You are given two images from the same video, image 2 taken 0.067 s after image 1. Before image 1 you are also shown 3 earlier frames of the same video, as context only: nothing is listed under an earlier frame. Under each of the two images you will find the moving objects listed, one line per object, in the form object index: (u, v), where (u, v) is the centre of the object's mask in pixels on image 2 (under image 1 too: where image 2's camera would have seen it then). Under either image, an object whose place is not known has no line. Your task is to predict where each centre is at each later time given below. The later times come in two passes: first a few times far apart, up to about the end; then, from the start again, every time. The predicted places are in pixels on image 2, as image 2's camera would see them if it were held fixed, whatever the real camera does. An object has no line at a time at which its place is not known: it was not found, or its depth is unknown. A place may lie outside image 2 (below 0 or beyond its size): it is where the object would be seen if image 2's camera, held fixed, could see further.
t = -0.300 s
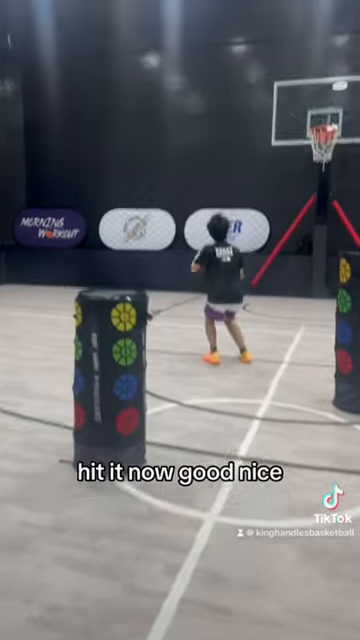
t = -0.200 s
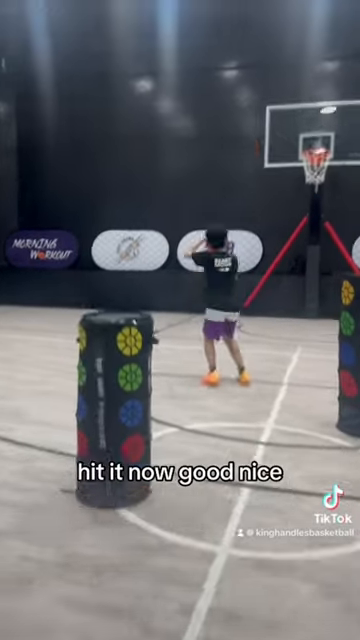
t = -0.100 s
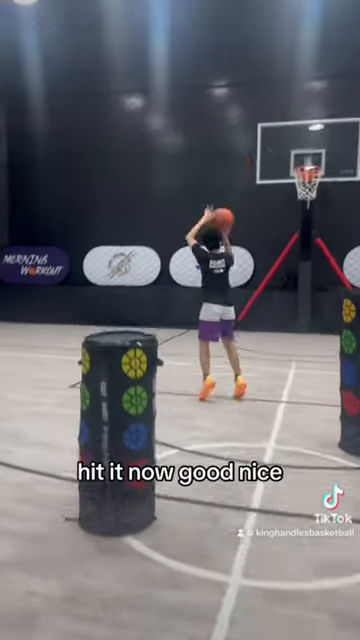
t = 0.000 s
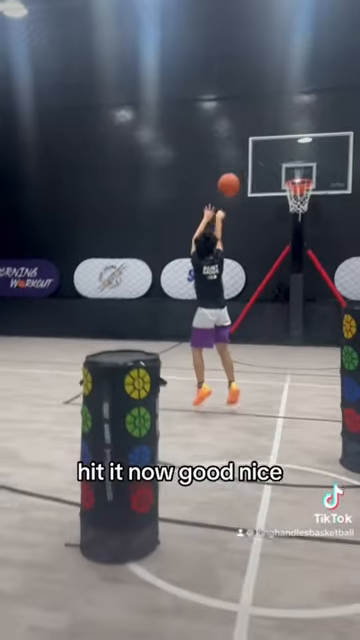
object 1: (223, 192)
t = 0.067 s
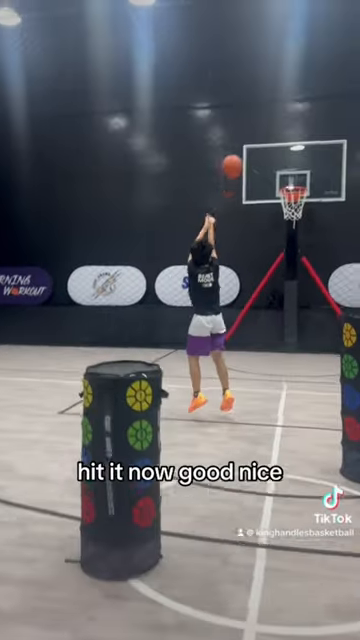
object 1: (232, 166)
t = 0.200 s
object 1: (247, 130)
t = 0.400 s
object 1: (265, 108)
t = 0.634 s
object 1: (279, 116)
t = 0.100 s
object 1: (236, 155)
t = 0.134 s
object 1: (237, 151)
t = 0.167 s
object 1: (244, 136)
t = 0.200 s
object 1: (247, 130)
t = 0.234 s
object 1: (248, 127)
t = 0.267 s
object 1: (255, 118)
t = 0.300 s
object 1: (258, 114)
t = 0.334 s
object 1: (259, 112)
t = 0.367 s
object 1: (263, 109)
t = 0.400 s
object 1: (265, 108)
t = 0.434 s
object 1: (266, 107)
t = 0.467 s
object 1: (270, 108)
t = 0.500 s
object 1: (272, 109)
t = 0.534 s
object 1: (273, 110)
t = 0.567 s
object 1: (276, 112)
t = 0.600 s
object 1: (278, 115)
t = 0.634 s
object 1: (279, 116)
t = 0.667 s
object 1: (281, 124)
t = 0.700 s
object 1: (283, 129)
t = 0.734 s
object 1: (283, 131)
